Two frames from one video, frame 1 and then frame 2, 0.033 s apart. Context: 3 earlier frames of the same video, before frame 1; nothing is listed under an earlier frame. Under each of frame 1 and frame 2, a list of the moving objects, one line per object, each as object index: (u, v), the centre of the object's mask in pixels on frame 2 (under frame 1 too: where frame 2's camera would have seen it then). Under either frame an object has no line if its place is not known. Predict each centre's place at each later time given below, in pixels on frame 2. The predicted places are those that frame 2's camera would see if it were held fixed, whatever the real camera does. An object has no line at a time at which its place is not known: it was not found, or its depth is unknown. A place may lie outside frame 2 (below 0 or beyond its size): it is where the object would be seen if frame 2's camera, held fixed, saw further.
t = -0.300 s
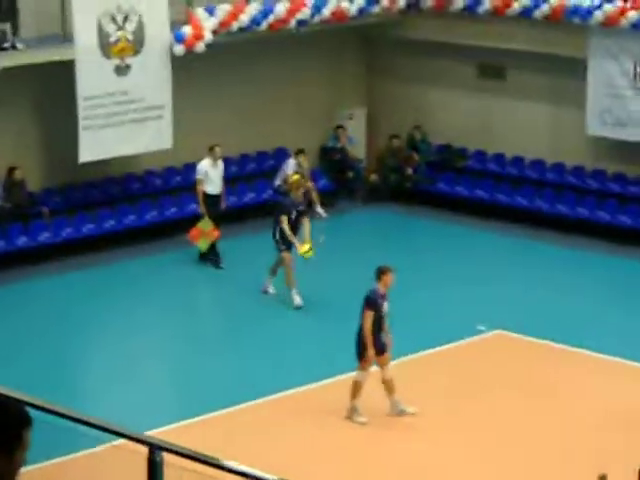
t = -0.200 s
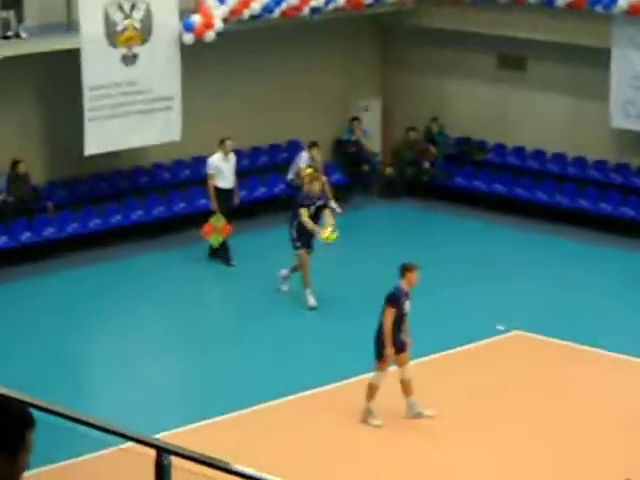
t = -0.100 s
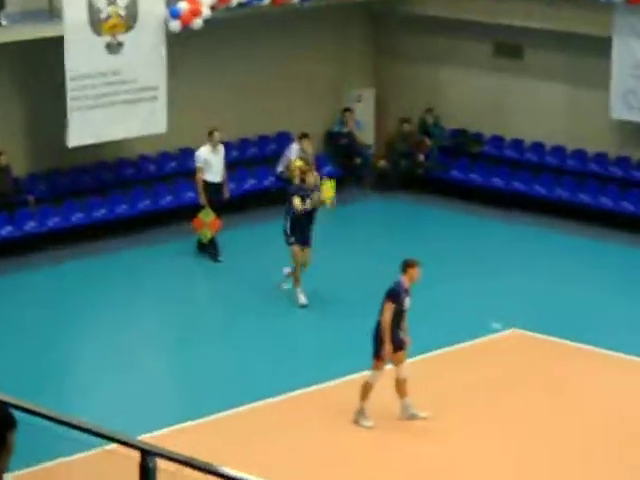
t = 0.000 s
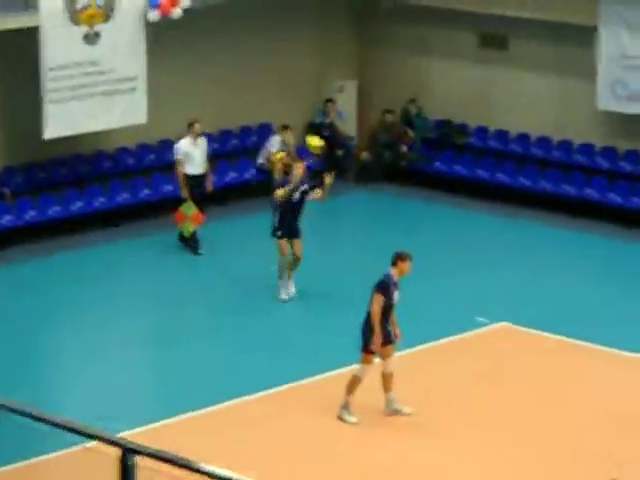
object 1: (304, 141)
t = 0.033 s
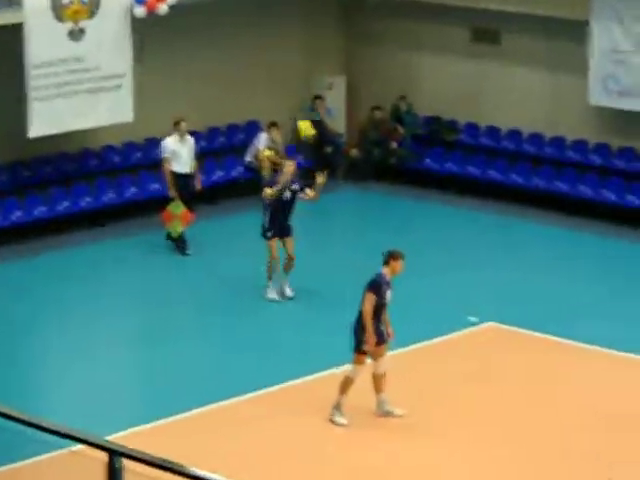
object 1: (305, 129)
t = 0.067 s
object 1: (306, 118)
